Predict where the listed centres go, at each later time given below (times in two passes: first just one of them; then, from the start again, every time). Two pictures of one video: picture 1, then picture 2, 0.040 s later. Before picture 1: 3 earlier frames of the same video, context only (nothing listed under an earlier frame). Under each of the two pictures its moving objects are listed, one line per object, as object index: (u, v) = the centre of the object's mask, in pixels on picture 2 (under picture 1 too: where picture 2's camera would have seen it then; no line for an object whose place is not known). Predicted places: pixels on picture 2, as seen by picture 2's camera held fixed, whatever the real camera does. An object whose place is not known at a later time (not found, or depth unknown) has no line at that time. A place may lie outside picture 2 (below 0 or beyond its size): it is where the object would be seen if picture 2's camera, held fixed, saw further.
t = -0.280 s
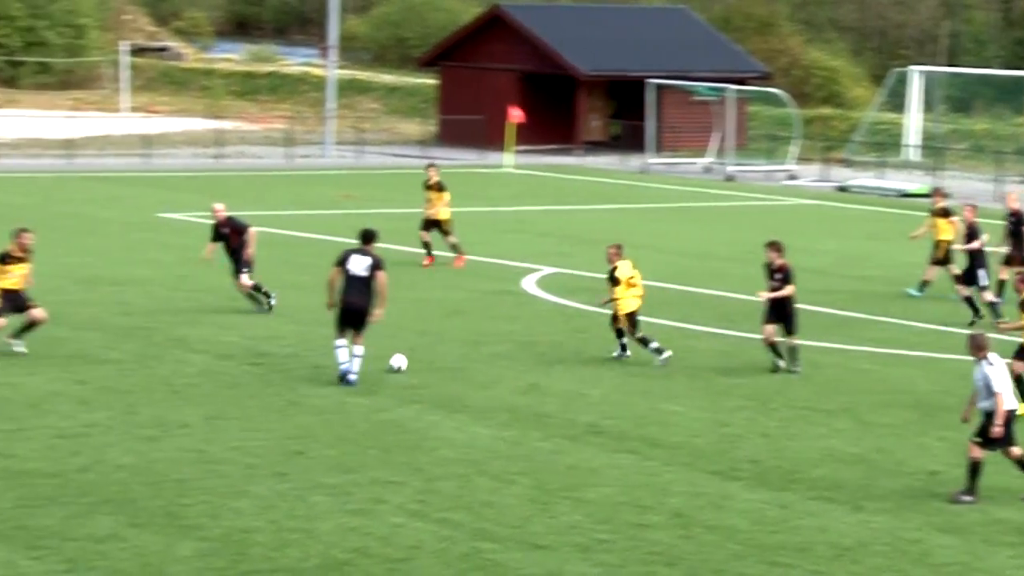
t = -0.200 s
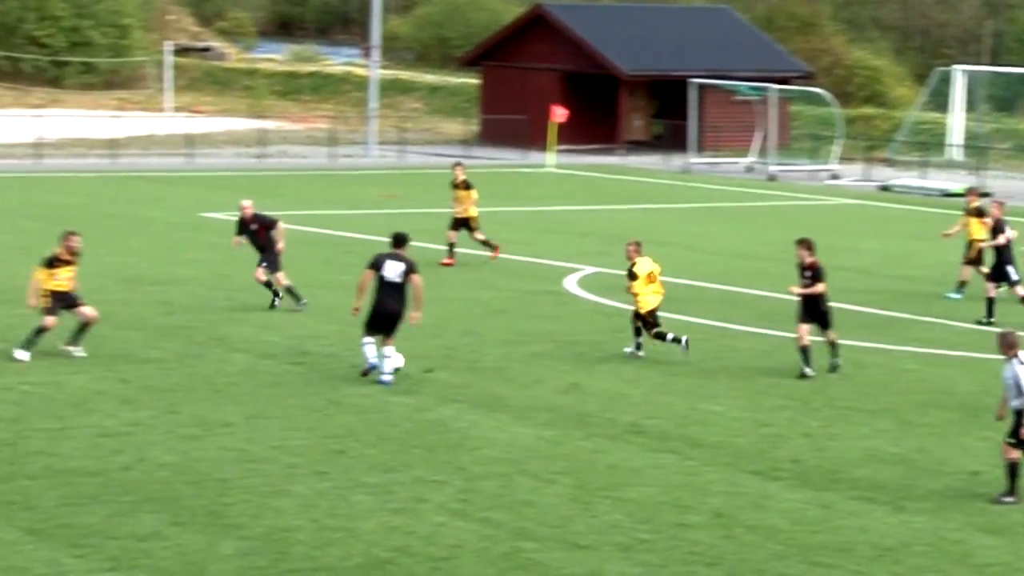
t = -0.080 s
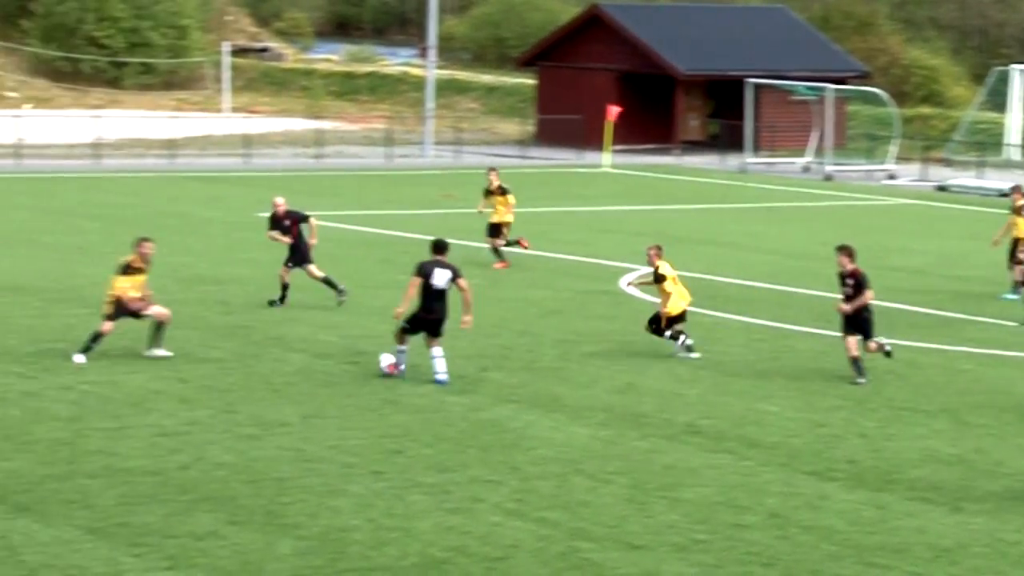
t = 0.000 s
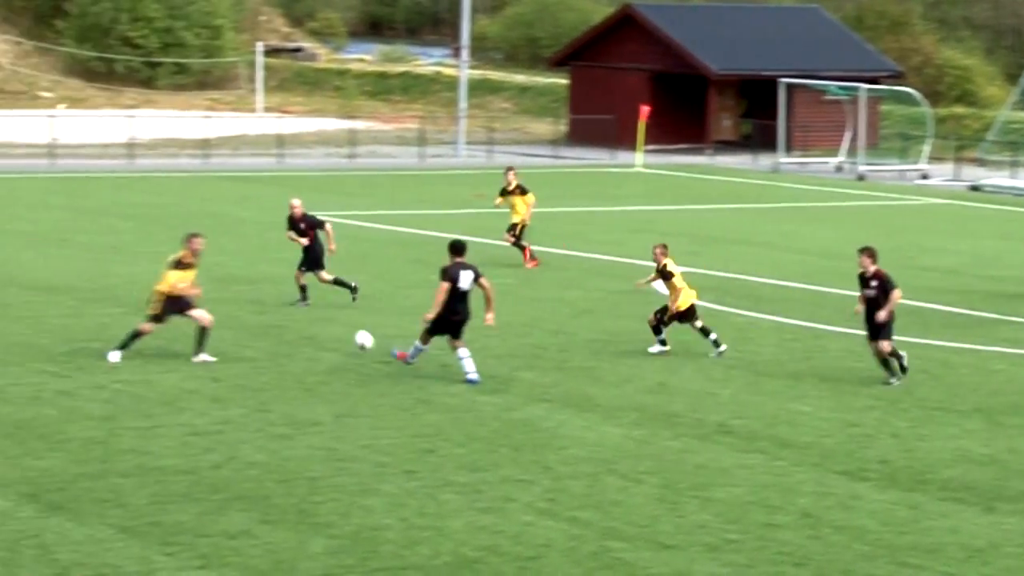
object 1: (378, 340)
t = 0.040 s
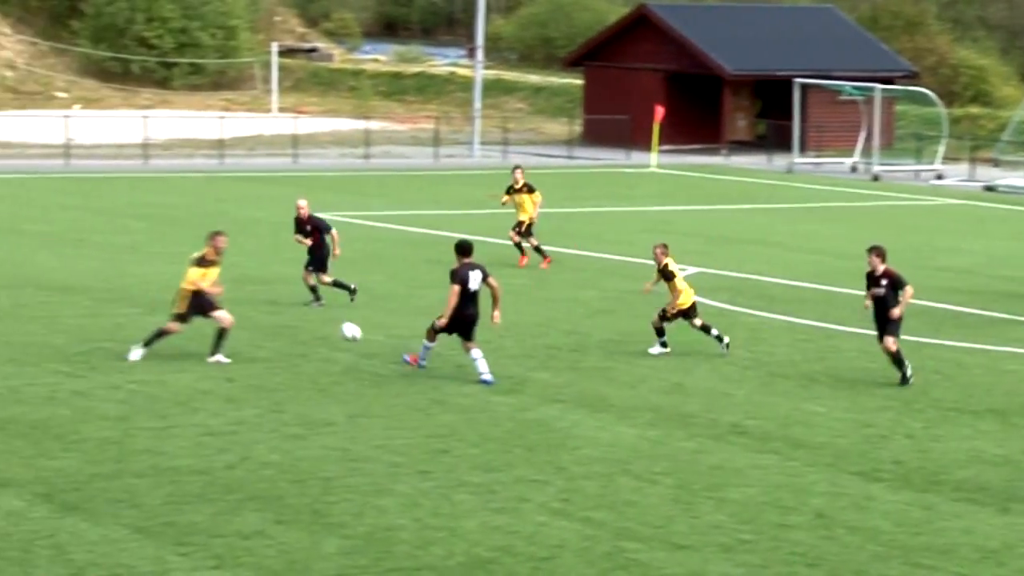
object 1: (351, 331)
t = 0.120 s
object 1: (297, 318)
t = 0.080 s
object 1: (324, 324)
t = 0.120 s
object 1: (297, 318)
